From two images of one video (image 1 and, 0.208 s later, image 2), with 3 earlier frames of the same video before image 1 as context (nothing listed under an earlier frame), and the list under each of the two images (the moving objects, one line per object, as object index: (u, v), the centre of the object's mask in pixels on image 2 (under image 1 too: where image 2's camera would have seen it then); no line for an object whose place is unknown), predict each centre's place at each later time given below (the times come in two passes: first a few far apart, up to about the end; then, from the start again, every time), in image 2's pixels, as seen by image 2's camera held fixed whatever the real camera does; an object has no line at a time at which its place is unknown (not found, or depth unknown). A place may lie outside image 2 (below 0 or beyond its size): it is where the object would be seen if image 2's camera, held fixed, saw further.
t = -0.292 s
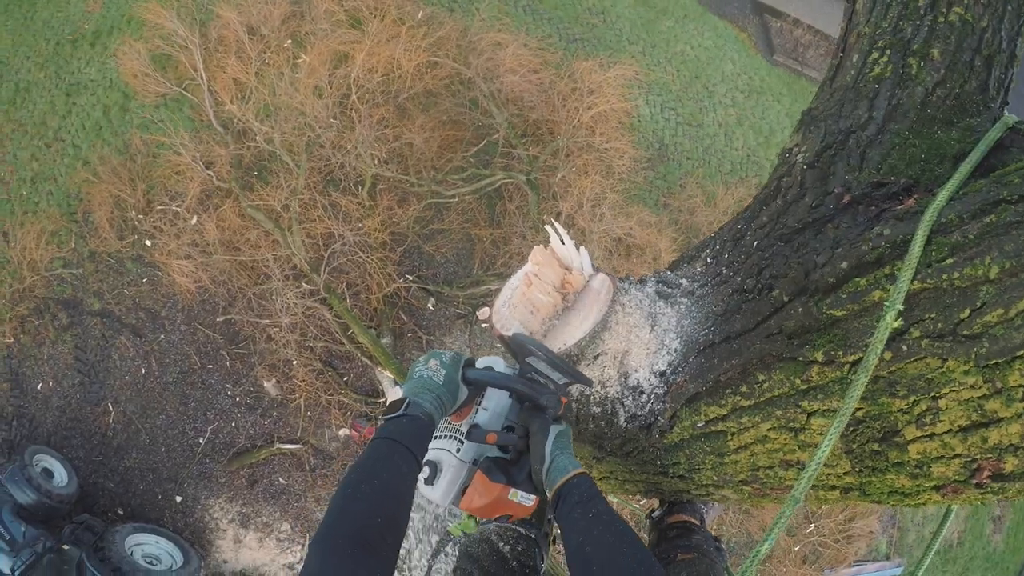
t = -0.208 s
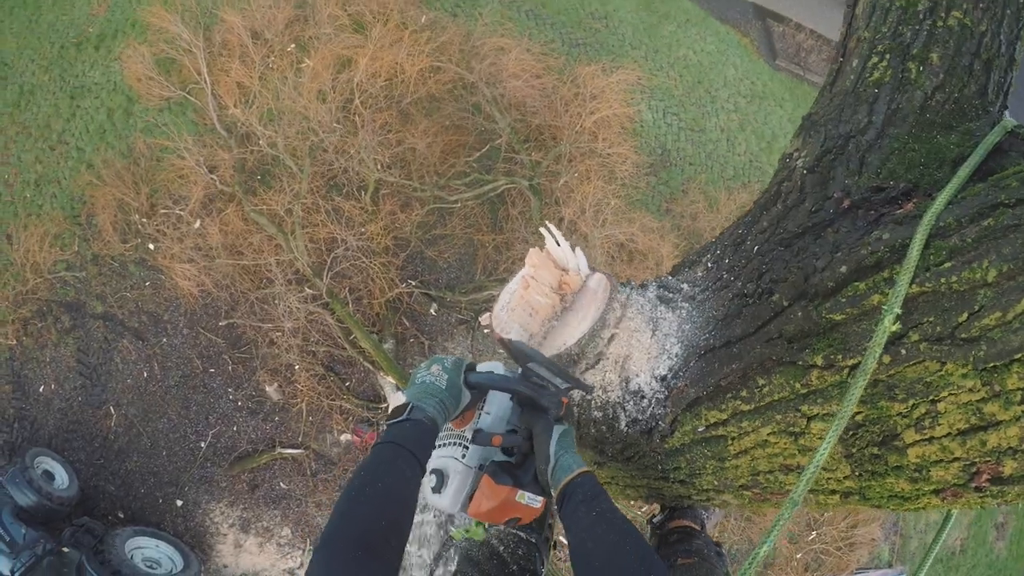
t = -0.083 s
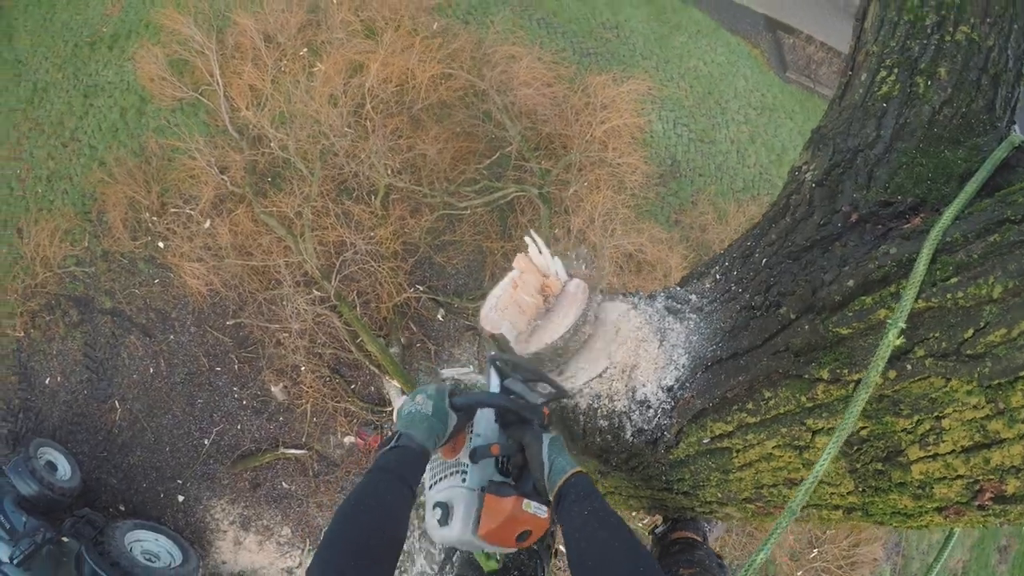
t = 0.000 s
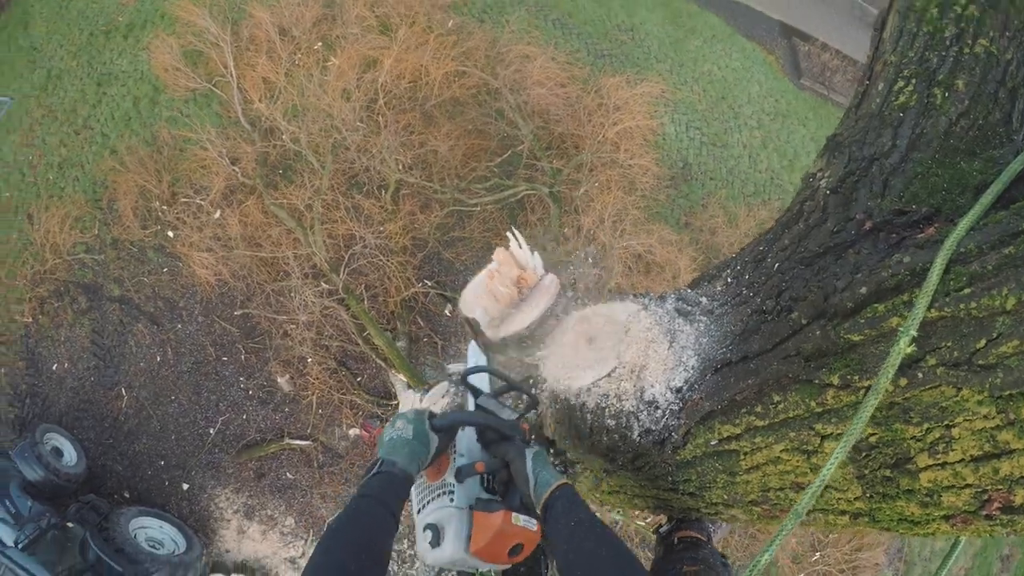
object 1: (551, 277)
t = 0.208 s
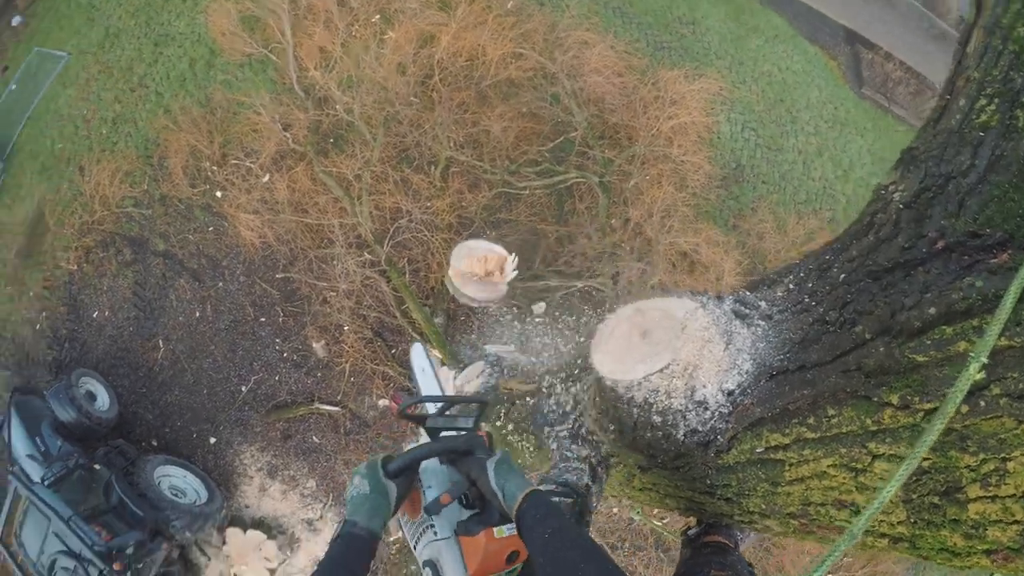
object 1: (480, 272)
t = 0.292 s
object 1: (462, 275)
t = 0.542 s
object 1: (437, 287)
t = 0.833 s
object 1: (424, 307)
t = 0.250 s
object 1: (470, 273)
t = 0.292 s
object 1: (462, 275)
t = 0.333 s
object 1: (455, 276)
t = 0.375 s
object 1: (449, 280)
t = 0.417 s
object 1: (446, 279)
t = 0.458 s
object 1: (443, 281)
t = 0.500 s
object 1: (440, 284)
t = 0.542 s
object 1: (437, 287)
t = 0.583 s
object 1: (435, 290)
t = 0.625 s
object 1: (432, 293)
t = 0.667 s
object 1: (431, 296)
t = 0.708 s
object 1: (429, 299)
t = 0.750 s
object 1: (427, 301)
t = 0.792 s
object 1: (426, 304)
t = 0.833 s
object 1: (424, 307)
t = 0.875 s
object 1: (423, 310)
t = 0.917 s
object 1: (423, 312)
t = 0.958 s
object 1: (422, 313)
